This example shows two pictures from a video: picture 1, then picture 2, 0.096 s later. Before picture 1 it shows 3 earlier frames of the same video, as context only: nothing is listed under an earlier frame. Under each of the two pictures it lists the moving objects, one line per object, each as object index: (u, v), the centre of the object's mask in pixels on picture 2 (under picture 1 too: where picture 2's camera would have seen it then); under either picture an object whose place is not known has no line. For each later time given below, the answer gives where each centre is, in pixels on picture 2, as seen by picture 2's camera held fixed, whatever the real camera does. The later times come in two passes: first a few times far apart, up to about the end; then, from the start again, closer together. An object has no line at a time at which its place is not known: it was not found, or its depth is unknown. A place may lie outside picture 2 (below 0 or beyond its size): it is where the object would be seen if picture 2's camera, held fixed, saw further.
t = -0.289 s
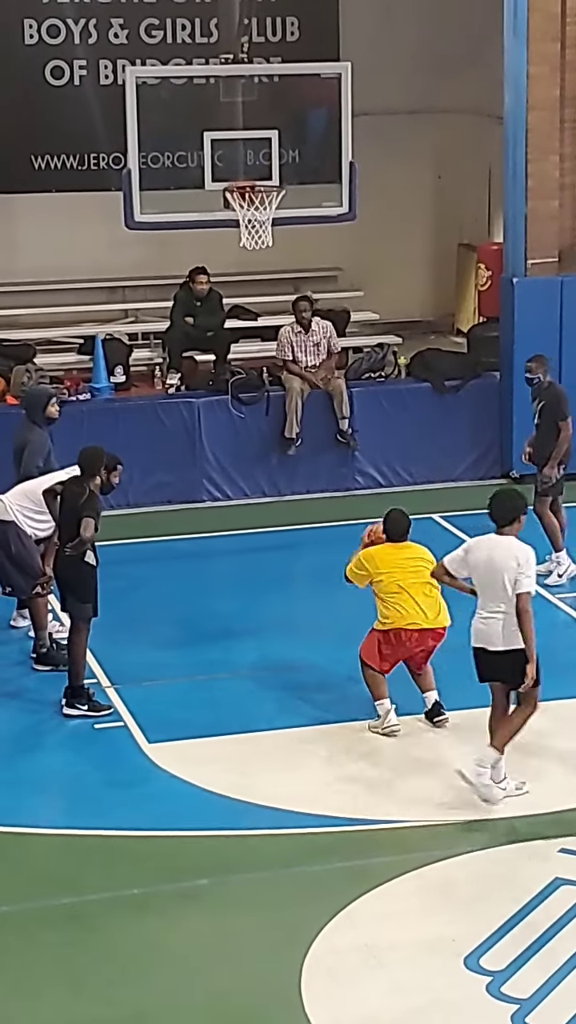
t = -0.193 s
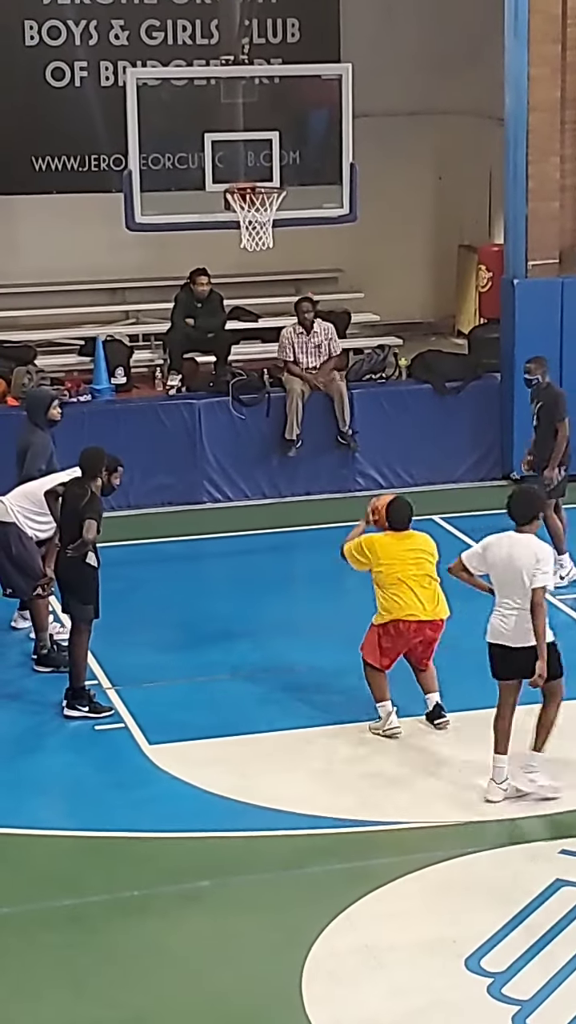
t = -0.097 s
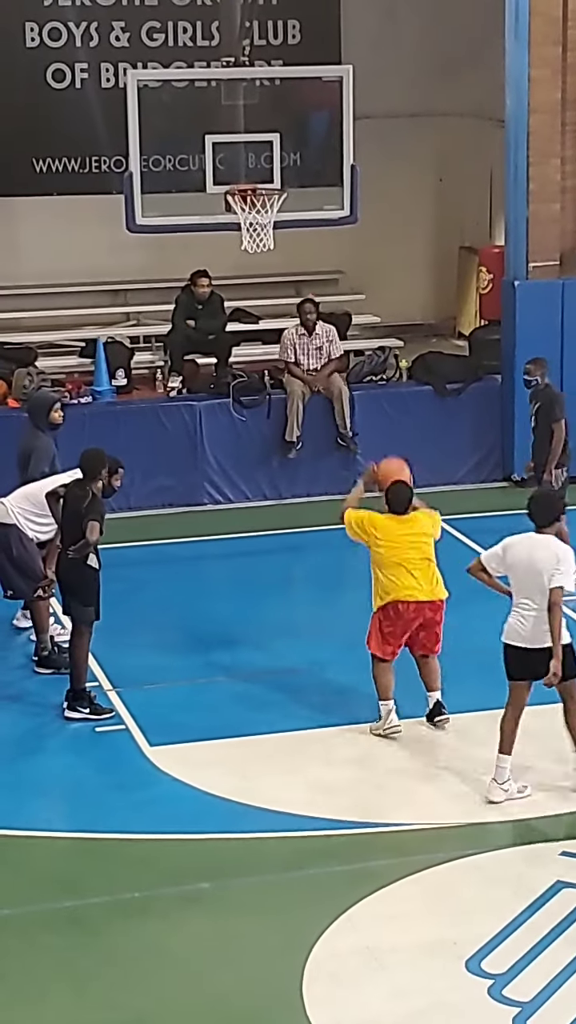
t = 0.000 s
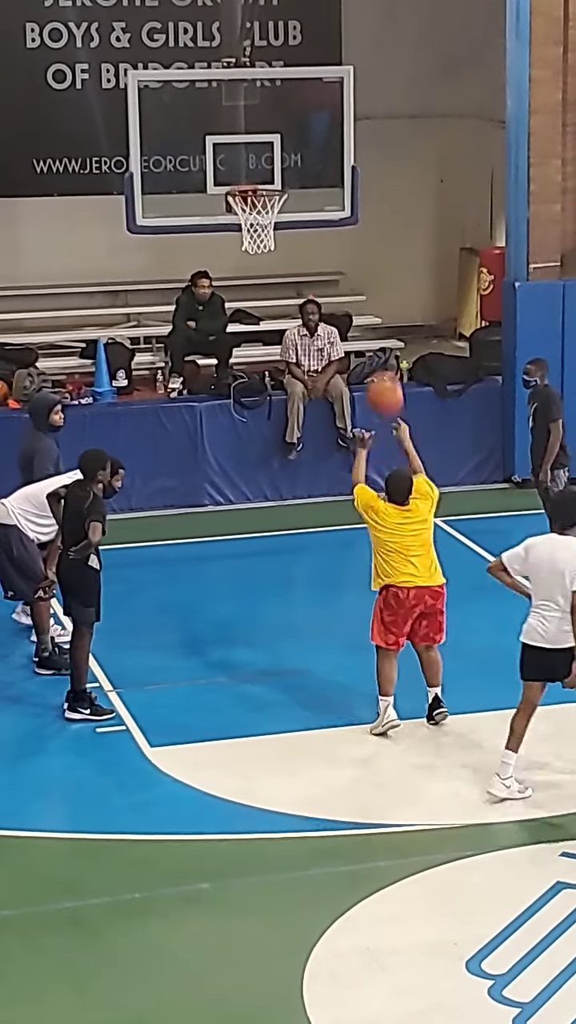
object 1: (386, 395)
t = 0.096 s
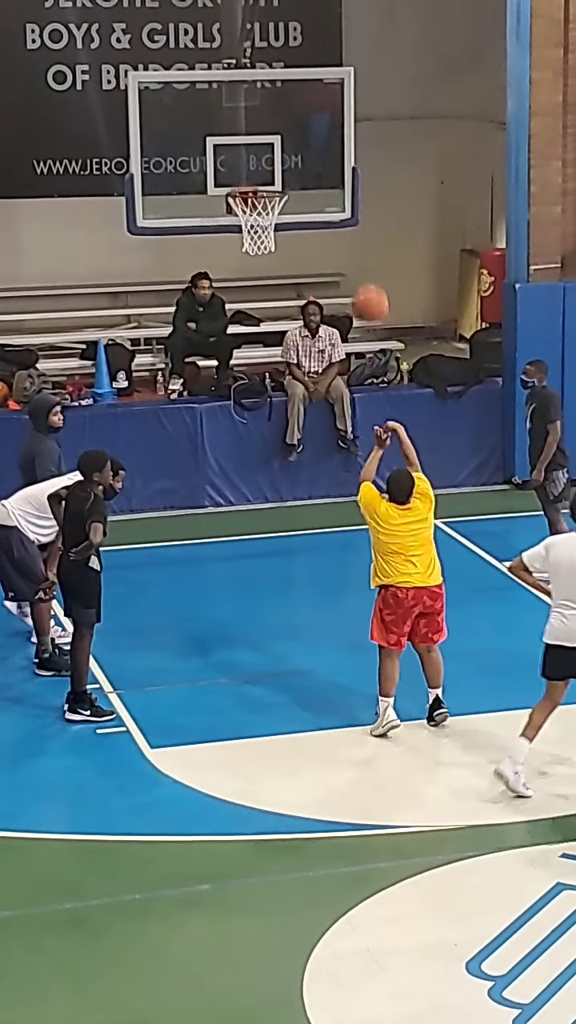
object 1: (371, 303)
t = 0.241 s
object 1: (350, 197)
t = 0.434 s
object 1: (324, 106)
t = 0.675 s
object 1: (296, 72)
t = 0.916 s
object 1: (272, 115)
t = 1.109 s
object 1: (257, 182)
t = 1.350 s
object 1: (255, 159)
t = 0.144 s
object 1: (363, 264)
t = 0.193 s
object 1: (357, 229)
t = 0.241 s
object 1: (350, 197)
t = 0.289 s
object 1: (342, 168)
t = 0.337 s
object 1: (335, 144)
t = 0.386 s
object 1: (329, 123)
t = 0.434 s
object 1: (324, 106)
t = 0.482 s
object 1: (318, 94)
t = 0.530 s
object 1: (312, 83)
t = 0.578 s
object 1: (306, 75)
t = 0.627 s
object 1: (301, 72)
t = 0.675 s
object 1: (296, 72)
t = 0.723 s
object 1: (291, 75)
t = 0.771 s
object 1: (286, 81)
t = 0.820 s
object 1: (281, 90)
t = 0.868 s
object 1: (276, 101)
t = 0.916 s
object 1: (272, 115)
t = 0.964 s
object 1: (268, 132)
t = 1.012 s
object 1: (263, 154)
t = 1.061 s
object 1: (260, 173)
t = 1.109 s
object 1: (257, 182)
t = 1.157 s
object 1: (256, 172)
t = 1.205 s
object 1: (256, 165)
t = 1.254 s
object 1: (255, 158)
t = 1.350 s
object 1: (255, 159)
